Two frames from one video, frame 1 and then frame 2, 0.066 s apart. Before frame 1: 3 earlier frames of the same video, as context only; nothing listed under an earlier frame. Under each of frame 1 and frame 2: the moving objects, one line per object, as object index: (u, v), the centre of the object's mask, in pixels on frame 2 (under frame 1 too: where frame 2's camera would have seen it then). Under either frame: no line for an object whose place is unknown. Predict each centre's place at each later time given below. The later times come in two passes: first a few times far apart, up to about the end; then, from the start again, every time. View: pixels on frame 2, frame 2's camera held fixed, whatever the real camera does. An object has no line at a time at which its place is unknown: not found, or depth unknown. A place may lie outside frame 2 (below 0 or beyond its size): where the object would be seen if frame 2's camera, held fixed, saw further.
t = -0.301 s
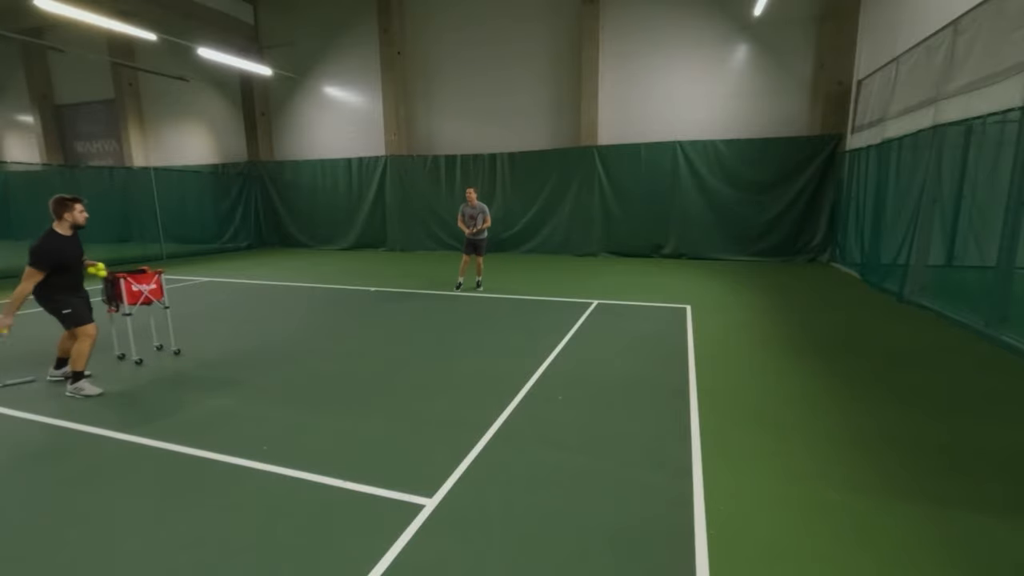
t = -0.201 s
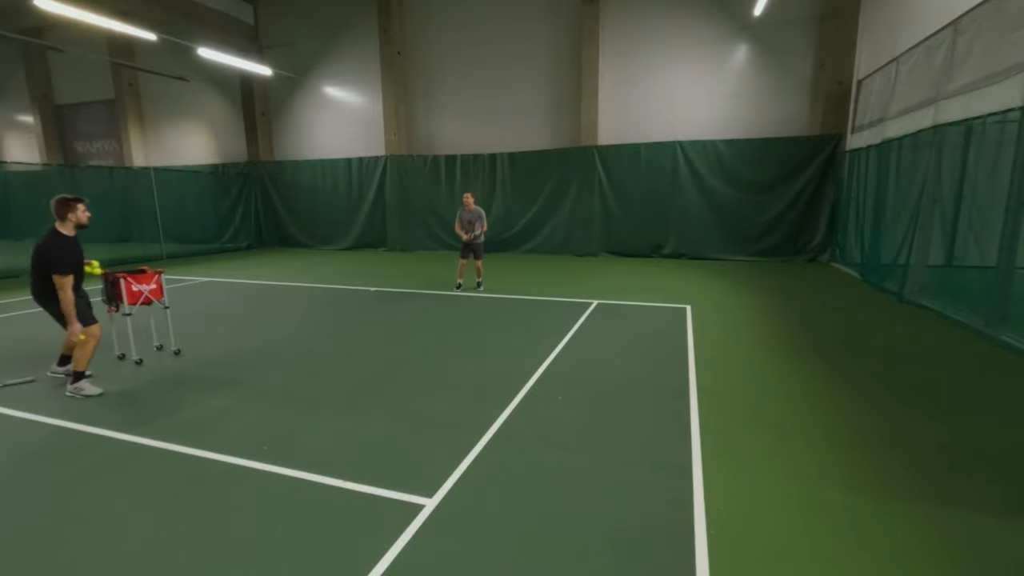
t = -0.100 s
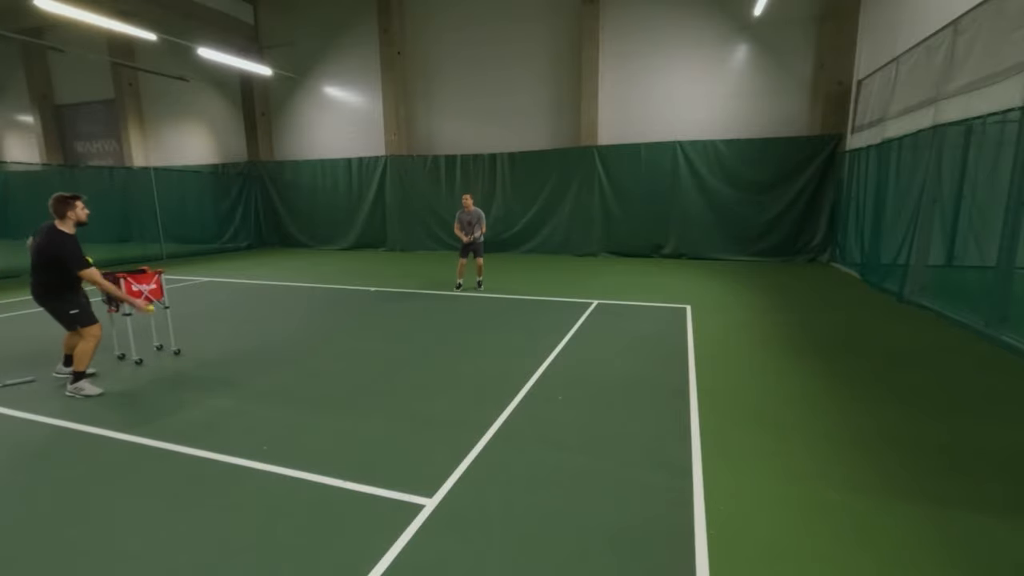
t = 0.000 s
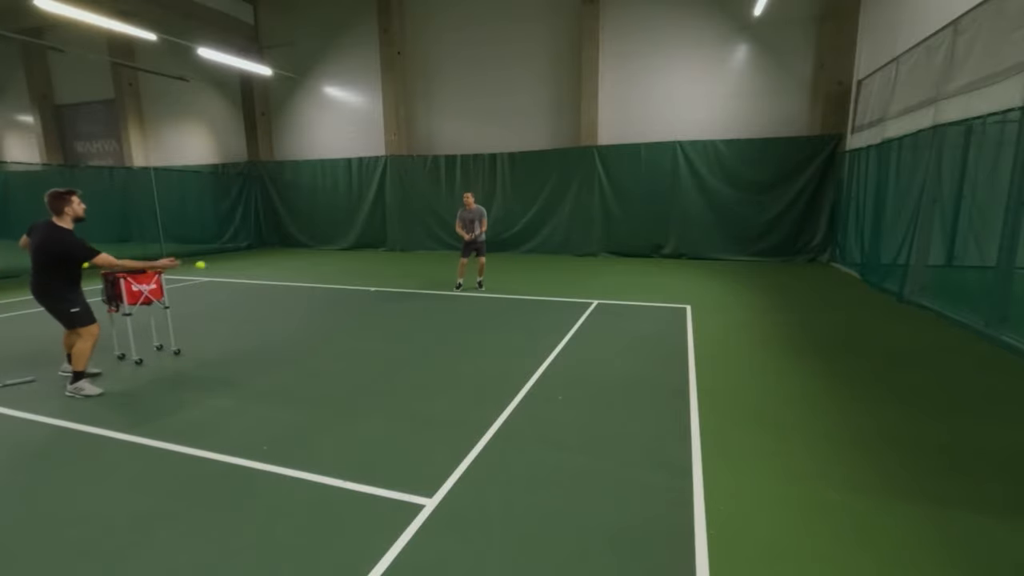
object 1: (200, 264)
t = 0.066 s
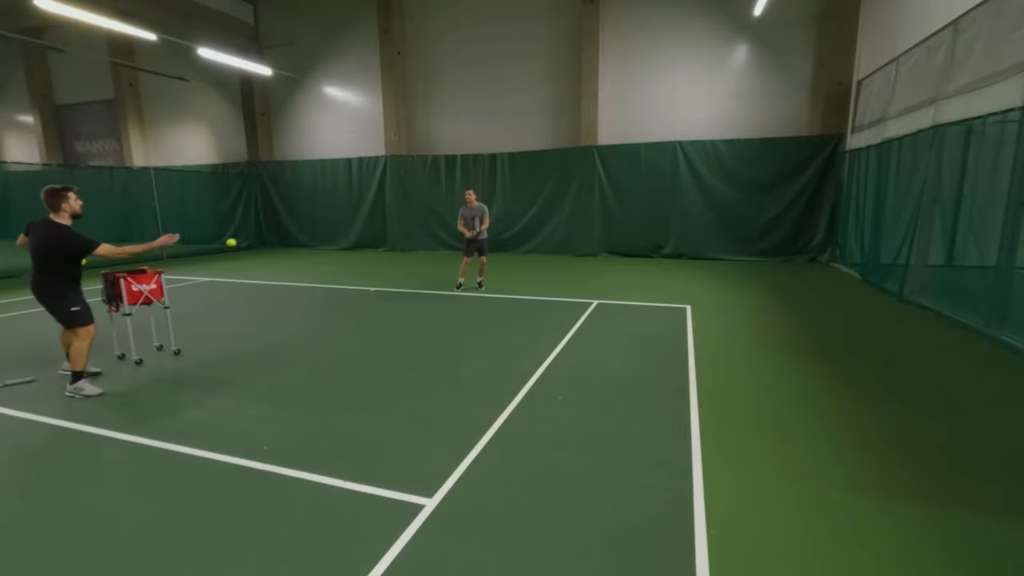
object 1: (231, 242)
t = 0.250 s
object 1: (308, 209)
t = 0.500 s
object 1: (397, 220)
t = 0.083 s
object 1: (238, 237)
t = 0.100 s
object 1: (246, 233)
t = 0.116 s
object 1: (253, 229)
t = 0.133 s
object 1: (260, 225)
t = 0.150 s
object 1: (267, 221)
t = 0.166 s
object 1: (274, 219)
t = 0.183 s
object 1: (281, 216)
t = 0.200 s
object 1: (288, 214)
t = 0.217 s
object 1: (295, 212)
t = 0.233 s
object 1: (302, 211)
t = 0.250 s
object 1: (308, 209)
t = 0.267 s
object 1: (315, 208)
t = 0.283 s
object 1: (321, 208)
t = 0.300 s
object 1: (327, 207)
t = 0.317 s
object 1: (334, 207)
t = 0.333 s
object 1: (340, 207)
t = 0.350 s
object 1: (346, 207)
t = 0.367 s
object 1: (352, 207)
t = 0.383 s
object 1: (358, 208)
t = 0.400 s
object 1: (364, 209)
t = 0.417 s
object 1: (369, 211)
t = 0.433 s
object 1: (375, 212)
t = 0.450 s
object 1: (381, 214)
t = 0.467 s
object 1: (386, 216)
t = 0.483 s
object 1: (391, 218)
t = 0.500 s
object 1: (397, 220)
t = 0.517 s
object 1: (402, 223)
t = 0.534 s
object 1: (407, 226)
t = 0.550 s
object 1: (413, 228)
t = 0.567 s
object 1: (418, 232)
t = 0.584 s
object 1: (422, 235)
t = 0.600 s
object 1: (427, 238)
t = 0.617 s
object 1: (432, 242)
